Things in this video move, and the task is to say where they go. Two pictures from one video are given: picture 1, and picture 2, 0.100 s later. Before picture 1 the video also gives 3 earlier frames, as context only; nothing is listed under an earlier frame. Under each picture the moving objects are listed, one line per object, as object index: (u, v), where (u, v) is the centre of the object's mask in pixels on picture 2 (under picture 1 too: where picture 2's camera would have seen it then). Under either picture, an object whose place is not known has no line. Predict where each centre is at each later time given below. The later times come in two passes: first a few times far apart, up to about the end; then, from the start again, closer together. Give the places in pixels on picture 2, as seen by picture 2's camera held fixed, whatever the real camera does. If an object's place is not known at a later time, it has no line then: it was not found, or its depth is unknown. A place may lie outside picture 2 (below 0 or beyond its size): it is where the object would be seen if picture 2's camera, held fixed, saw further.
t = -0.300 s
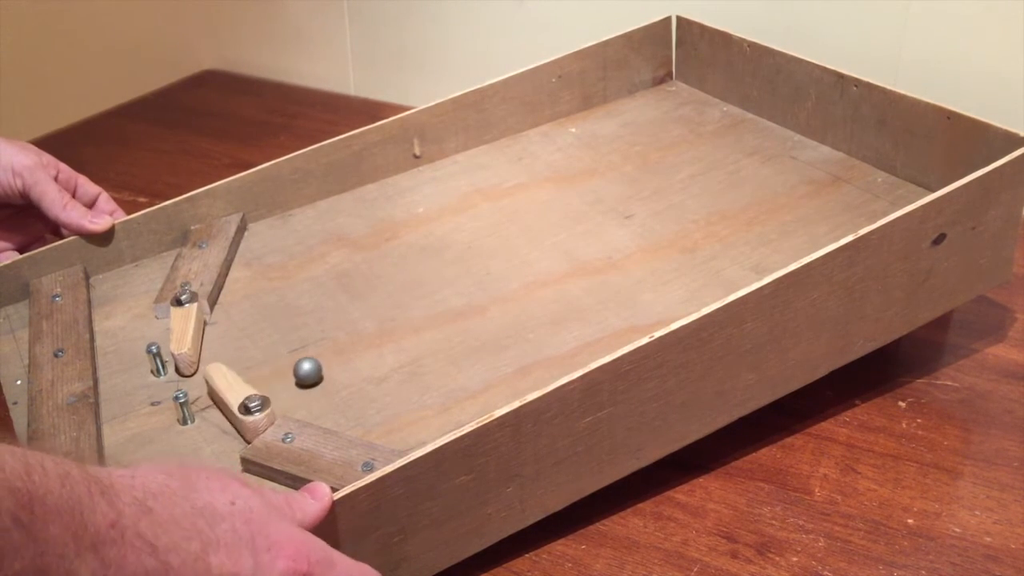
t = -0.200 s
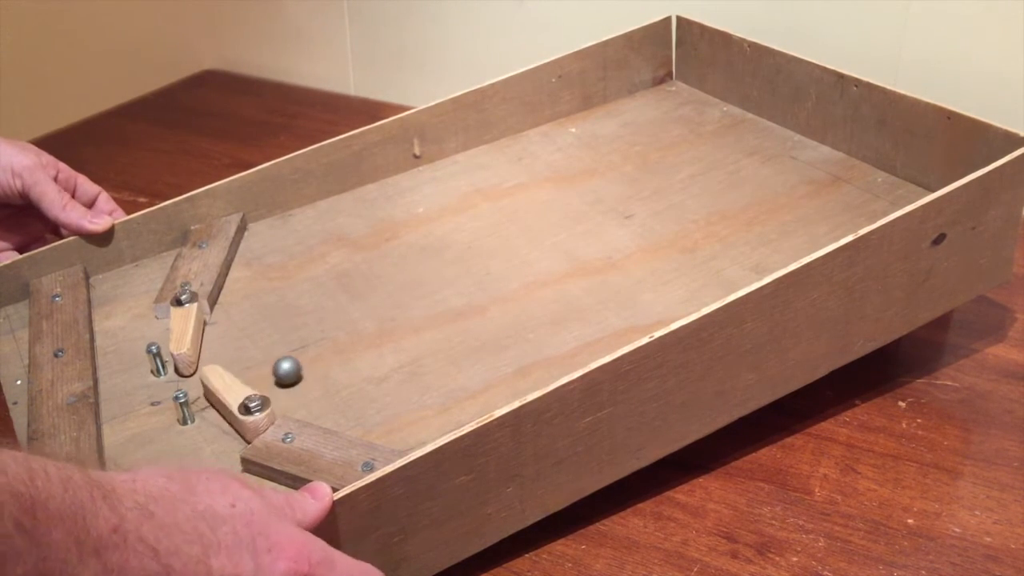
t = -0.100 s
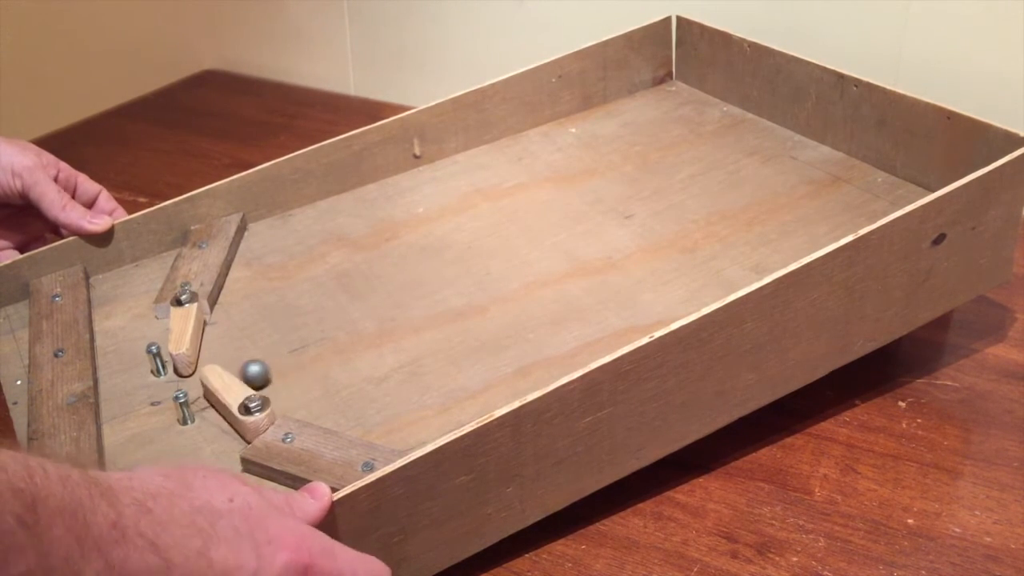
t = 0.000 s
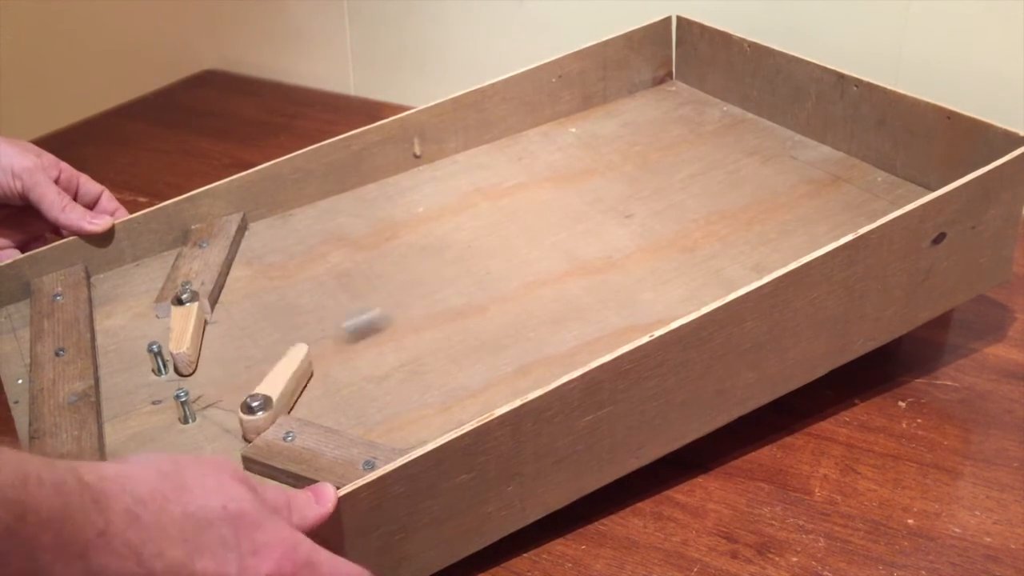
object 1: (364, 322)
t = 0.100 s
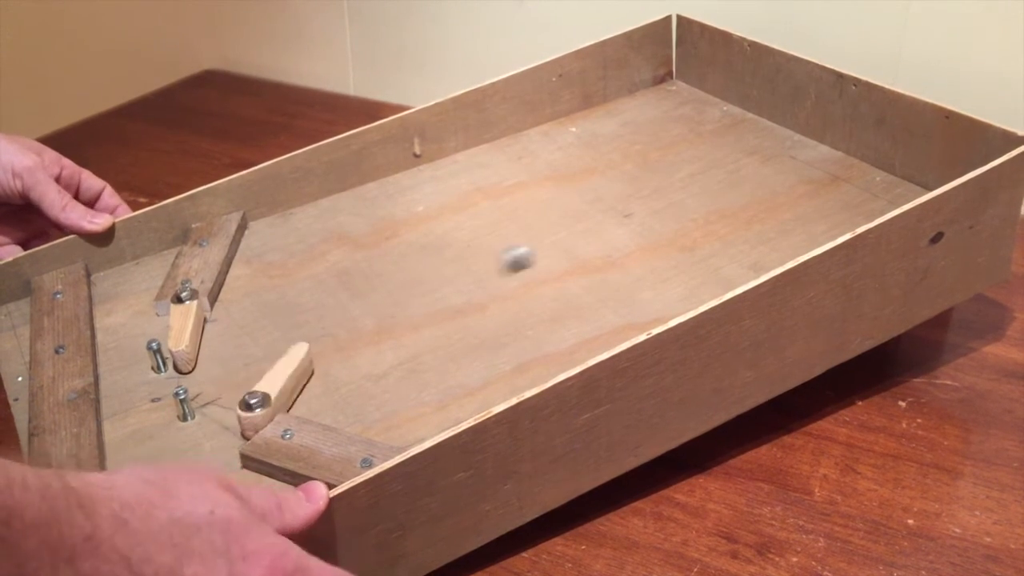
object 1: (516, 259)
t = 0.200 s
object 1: (612, 214)
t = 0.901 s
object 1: (612, 251)
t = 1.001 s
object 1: (551, 286)
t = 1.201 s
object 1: (340, 387)
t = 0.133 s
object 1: (554, 242)
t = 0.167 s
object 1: (590, 227)
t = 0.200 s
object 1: (612, 214)
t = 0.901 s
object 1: (612, 251)
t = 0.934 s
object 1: (601, 259)
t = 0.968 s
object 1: (576, 272)
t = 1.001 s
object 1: (551, 286)
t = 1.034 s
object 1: (522, 301)
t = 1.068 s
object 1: (491, 316)
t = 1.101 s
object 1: (457, 333)
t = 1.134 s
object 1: (421, 350)
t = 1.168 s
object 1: (382, 368)
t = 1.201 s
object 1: (340, 387)
